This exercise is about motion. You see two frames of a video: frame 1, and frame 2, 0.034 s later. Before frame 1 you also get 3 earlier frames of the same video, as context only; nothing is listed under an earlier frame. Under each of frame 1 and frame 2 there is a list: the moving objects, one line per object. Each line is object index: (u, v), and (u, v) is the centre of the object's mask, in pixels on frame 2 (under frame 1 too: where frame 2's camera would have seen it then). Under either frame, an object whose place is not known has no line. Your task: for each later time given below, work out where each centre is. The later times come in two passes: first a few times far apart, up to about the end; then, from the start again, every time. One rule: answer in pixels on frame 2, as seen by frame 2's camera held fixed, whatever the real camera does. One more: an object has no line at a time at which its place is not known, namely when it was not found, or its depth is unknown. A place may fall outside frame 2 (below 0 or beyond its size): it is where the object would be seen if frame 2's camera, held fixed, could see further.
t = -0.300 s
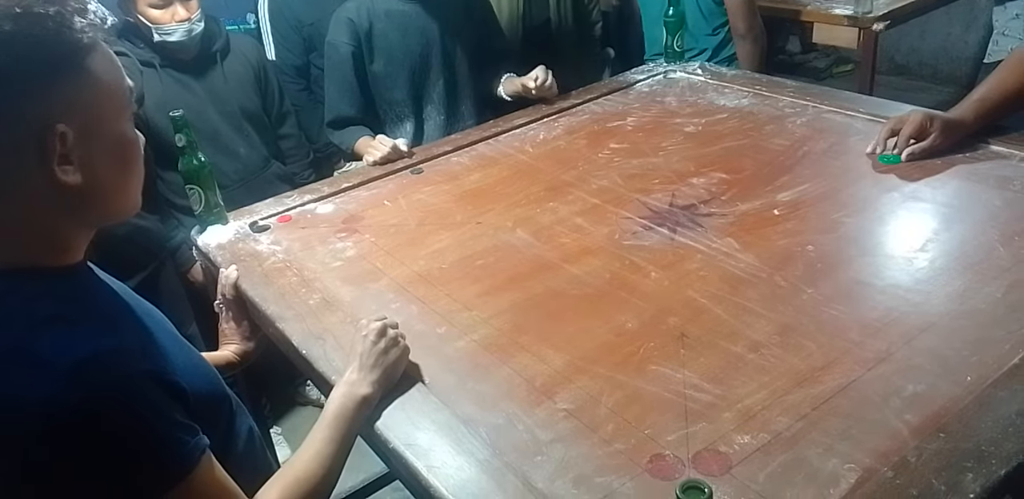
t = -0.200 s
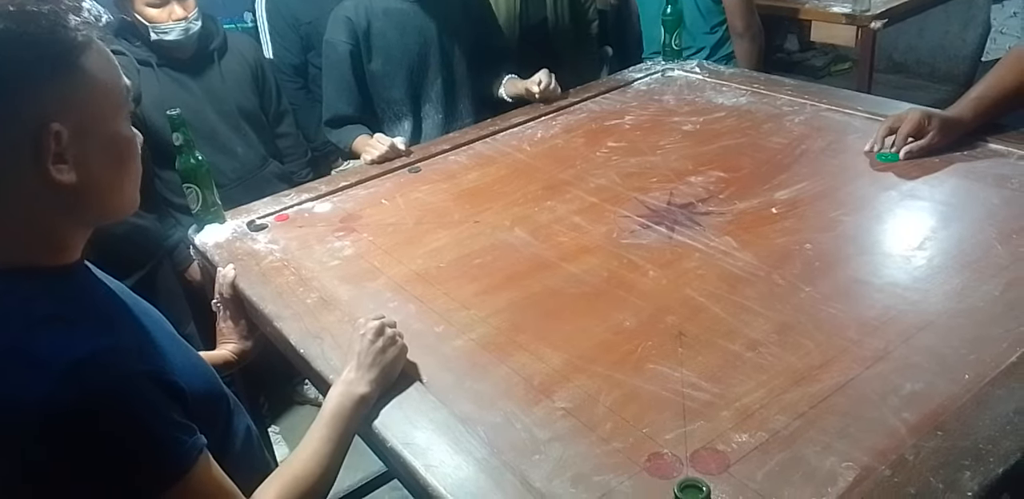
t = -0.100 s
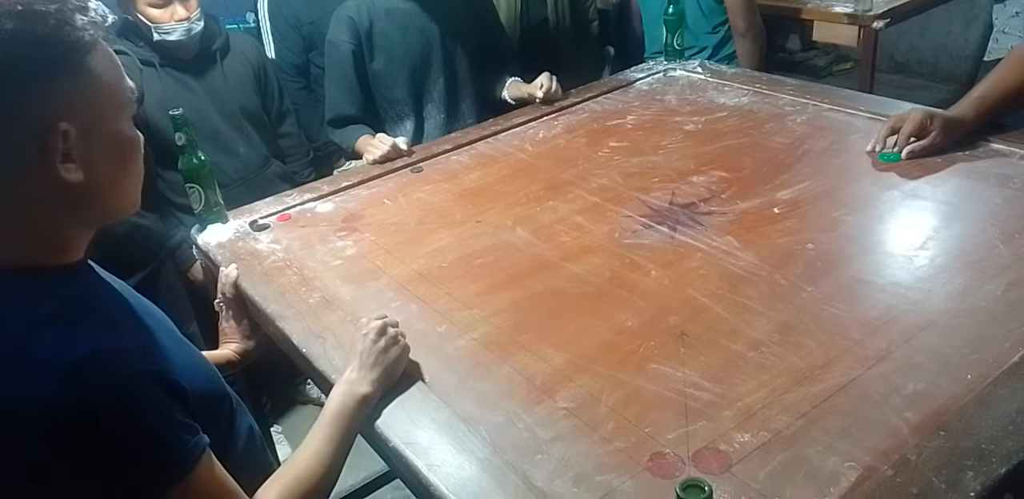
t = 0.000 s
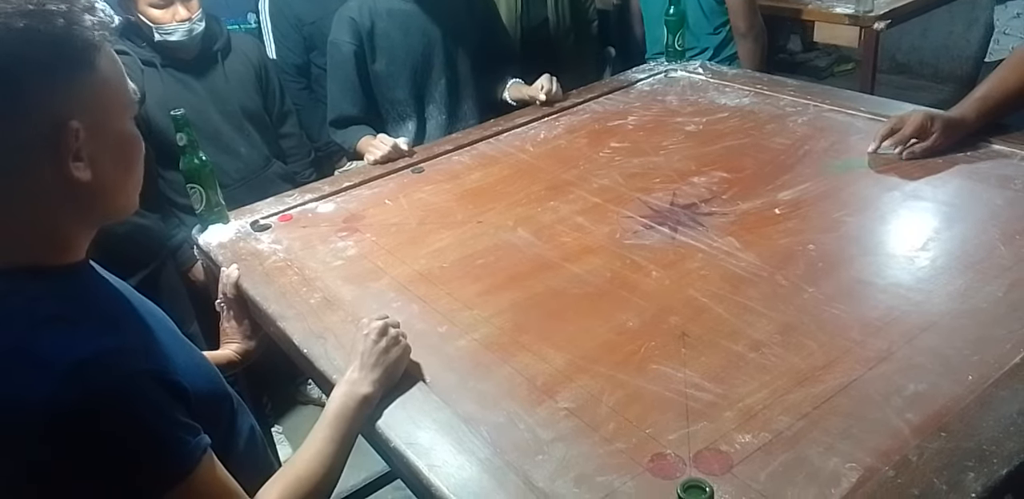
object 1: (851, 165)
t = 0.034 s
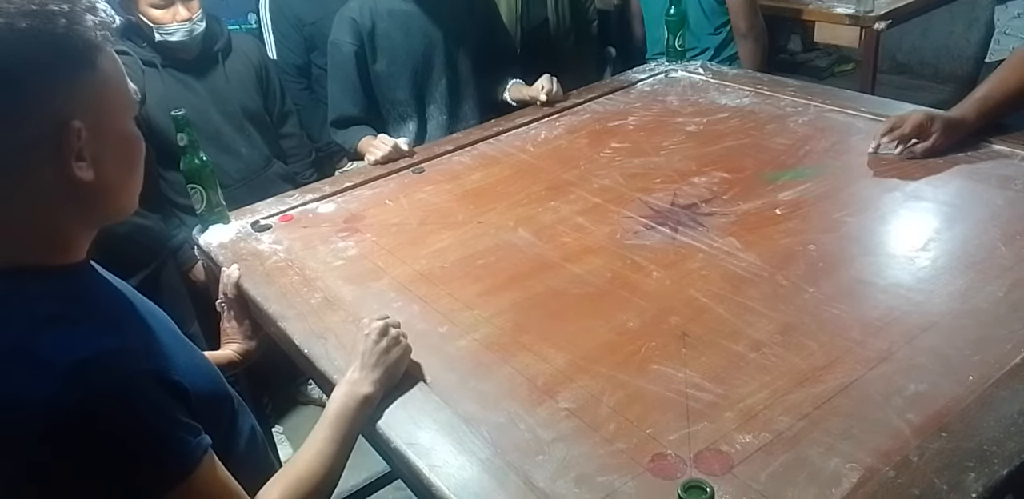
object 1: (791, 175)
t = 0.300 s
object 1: (356, 242)
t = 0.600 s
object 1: (419, 178)
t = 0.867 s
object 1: (485, 180)
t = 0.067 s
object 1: (733, 184)
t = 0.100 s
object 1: (678, 192)
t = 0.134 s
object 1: (626, 200)
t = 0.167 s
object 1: (567, 209)
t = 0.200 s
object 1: (517, 217)
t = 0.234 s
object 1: (464, 226)
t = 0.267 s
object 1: (410, 234)
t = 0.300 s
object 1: (356, 242)
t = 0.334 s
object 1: (308, 249)
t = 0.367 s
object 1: (302, 243)
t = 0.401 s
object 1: (323, 228)
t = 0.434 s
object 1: (343, 214)
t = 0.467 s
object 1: (361, 201)
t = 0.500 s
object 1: (376, 190)
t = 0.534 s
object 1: (392, 179)
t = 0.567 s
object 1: (409, 177)
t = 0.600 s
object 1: (419, 178)
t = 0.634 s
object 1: (429, 178)
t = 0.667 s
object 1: (439, 178)
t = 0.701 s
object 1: (448, 179)
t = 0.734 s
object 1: (456, 179)
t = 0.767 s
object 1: (465, 180)
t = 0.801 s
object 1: (471, 180)
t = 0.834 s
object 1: (478, 180)
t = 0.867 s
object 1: (485, 180)
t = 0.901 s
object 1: (491, 181)
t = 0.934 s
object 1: (496, 181)
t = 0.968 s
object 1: (501, 181)
